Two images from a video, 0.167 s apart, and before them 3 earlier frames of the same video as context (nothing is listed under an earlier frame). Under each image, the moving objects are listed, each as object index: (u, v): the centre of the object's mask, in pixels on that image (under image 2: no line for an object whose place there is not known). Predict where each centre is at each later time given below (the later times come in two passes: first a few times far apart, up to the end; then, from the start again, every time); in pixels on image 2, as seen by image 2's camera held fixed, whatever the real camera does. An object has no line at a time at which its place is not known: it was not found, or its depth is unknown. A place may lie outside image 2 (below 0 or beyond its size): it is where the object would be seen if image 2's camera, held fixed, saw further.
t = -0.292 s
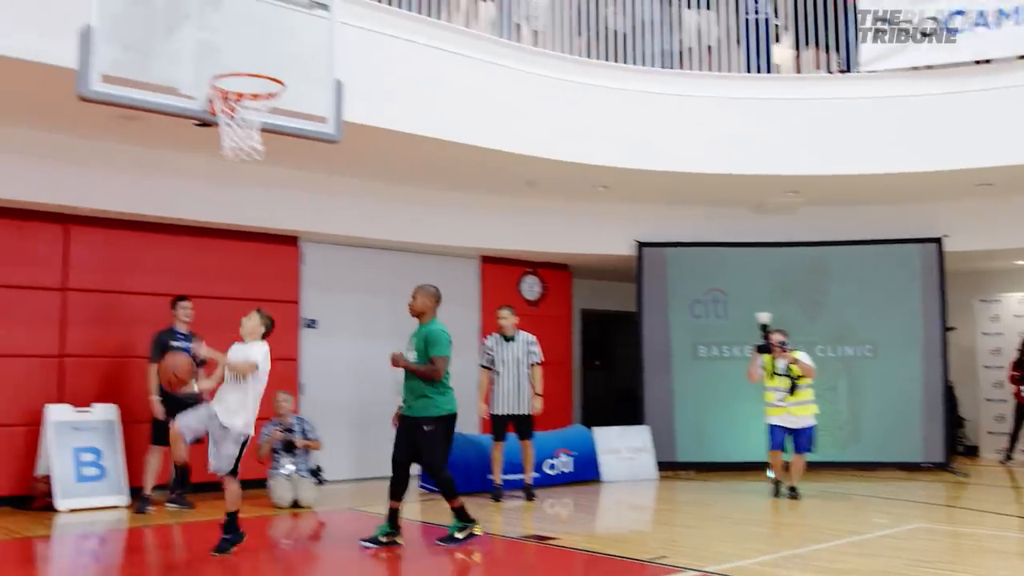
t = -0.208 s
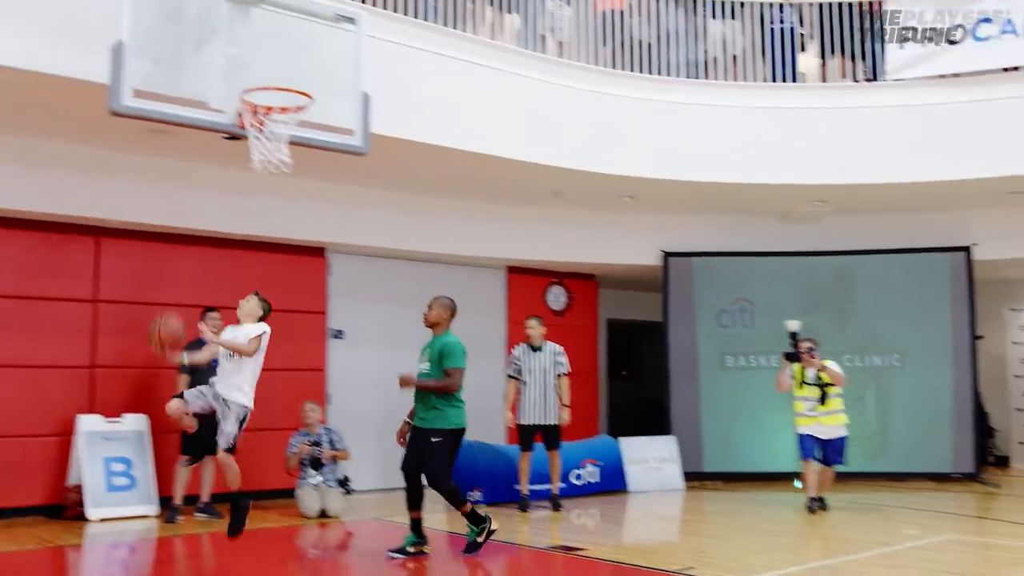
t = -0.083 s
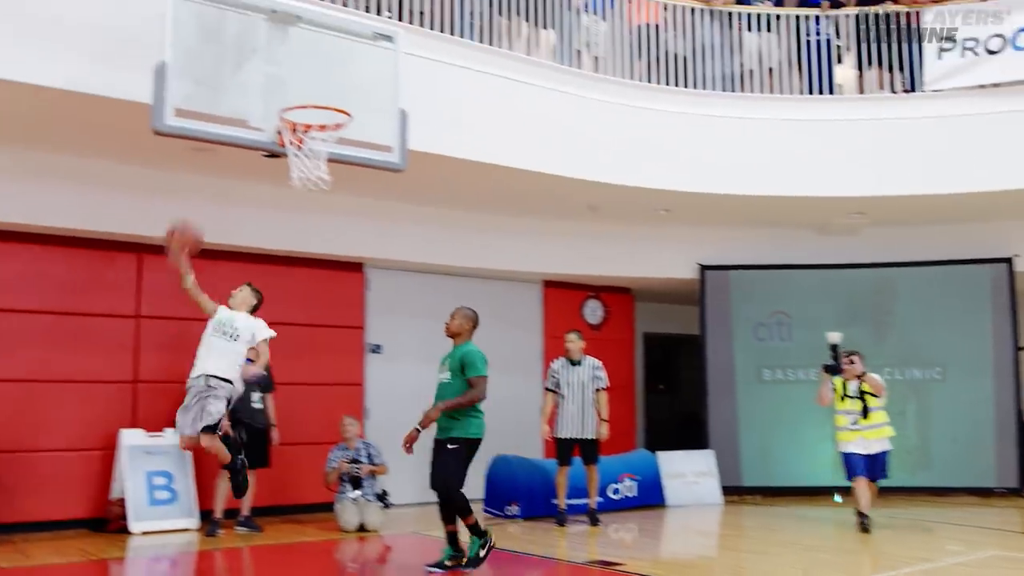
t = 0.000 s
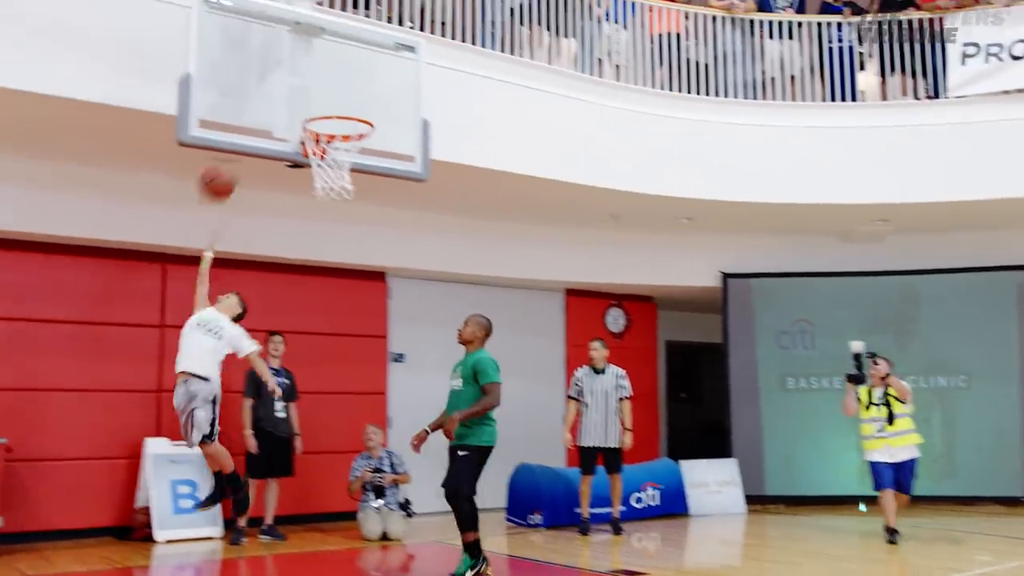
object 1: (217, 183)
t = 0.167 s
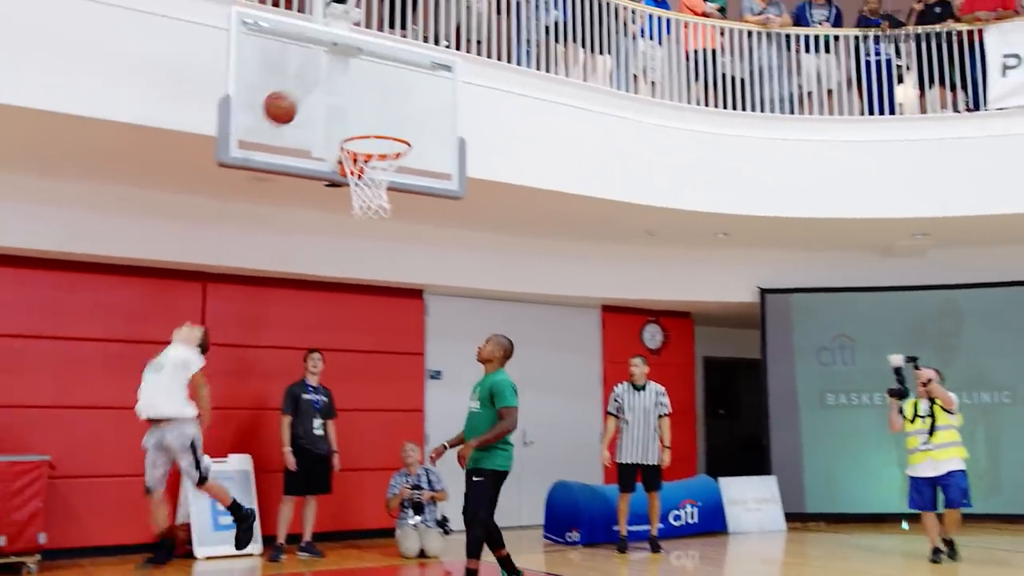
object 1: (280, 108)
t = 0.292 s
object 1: (294, 66)
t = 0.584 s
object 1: (325, 64)
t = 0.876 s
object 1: (369, 112)
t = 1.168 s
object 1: (435, 138)
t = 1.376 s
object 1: (483, 231)
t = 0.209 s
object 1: (285, 91)
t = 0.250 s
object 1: (289, 77)
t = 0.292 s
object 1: (294, 66)
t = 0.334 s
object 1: (298, 57)
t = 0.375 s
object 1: (303, 51)
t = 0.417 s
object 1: (307, 47)
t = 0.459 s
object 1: (312, 48)
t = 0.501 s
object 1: (316, 51)
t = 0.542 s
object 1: (321, 56)
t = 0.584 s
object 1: (325, 64)
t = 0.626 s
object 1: (330, 73)
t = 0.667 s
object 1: (334, 86)
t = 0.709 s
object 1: (339, 100)
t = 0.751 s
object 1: (343, 118)
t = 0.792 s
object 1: (348, 125)
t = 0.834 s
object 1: (358, 118)
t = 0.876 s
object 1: (369, 112)
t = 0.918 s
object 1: (378, 109)
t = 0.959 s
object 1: (388, 108)
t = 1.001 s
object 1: (397, 110)
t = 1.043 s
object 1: (406, 113)
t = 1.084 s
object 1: (416, 119)
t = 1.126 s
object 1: (426, 127)
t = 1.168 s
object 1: (435, 138)
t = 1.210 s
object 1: (444, 152)
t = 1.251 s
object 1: (454, 168)
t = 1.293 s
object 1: (464, 187)
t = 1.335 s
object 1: (473, 209)
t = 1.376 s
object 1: (483, 231)
